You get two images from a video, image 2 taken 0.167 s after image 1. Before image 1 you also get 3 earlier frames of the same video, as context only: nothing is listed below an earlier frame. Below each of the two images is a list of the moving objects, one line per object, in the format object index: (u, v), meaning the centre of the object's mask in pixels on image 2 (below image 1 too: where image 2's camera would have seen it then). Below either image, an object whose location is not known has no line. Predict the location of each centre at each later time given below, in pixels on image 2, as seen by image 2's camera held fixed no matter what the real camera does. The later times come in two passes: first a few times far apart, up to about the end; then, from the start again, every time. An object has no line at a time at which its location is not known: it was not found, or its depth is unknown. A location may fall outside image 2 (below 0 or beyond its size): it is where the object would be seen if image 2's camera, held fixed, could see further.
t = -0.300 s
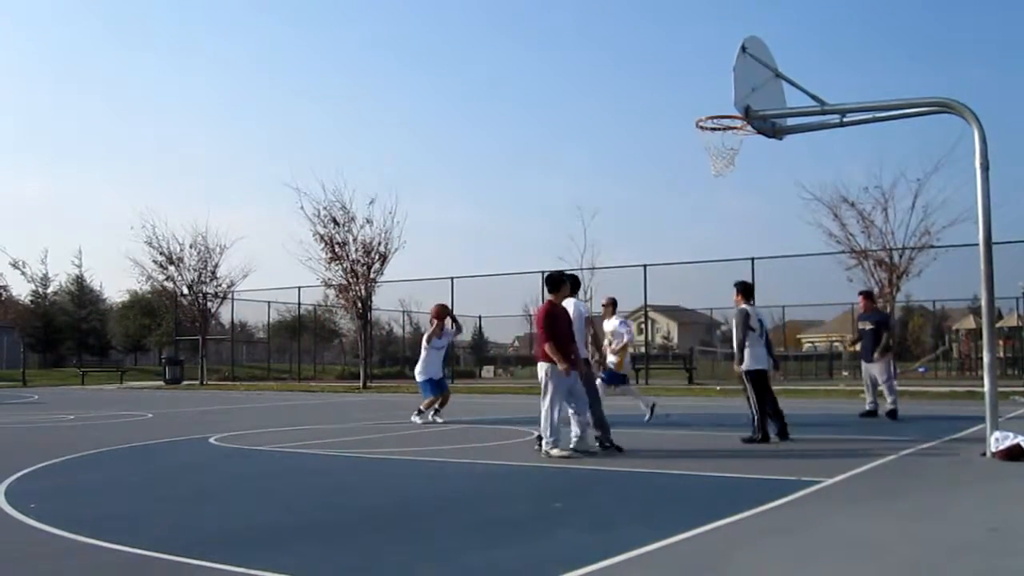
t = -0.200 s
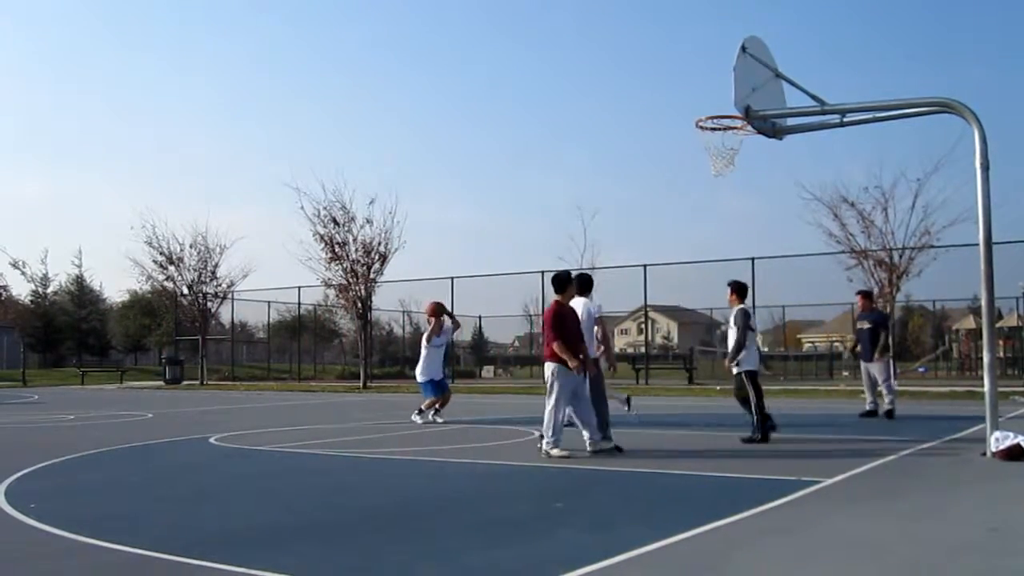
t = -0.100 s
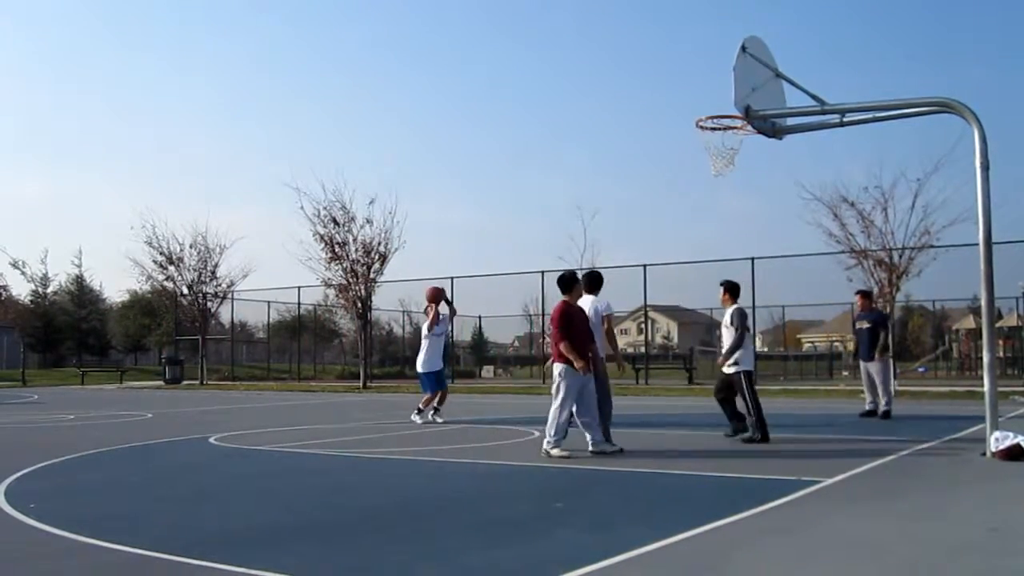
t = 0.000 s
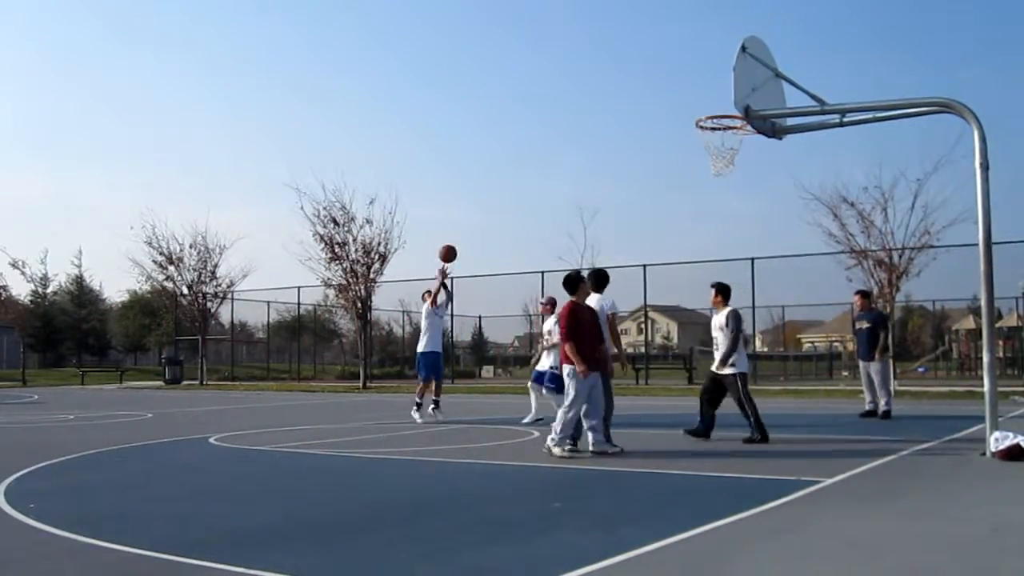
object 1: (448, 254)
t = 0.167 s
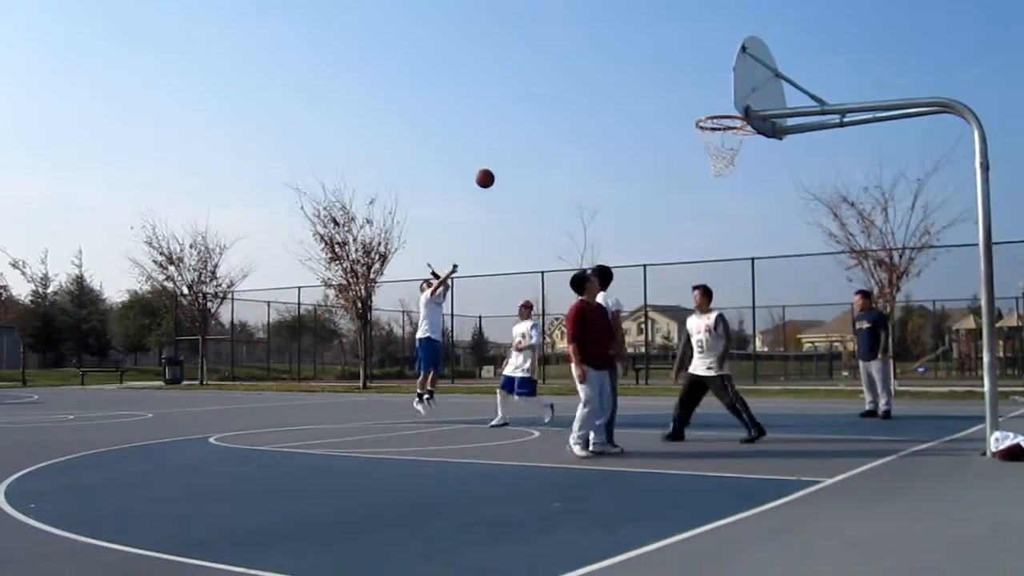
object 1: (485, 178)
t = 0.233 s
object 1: (500, 153)
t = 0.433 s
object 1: (551, 94)
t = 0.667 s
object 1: (618, 62)
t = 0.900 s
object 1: (694, 78)
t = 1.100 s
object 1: (727, 81)
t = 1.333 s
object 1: (708, 14)
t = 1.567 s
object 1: (681, 7)
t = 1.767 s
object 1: (660, 41)
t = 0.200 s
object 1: (493, 165)
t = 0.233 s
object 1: (500, 153)
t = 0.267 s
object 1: (509, 141)
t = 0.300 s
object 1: (517, 130)
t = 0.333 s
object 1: (525, 120)
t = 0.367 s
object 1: (534, 111)
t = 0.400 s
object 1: (543, 102)
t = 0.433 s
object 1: (551, 94)
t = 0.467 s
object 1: (560, 86)
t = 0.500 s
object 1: (569, 80)
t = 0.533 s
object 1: (578, 75)
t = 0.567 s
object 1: (588, 70)
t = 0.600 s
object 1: (598, 66)
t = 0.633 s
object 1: (608, 63)
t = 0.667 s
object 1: (618, 62)
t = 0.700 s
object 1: (628, 61)
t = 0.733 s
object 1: (638, 61)
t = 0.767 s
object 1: (649, 62)
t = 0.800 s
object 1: (660, 64)
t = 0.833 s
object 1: (671, 67)
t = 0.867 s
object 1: (683, 72)
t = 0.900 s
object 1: (694, 78)
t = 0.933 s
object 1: (707, 85)
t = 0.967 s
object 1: (719, 93)
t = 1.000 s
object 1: (728, 103)
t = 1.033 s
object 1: (735, 113)
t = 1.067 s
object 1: (729, 95)
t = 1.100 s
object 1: (727, 81)
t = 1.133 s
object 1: (726, 67)
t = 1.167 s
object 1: (725, 56)
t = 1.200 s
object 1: (723, 45)
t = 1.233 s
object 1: (719, 36)
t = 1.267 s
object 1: (715, 27)
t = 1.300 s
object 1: (712, 20)
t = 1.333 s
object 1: (708, 14)
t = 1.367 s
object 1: (704, 10)
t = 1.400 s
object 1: (700, 8)
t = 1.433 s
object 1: (696, 7)
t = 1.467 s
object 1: (692, 6)
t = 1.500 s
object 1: (689, 6)
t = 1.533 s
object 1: (685, 6)
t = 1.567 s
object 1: (681, 7)
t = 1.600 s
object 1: (678, 9)
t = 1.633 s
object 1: (674, 12)
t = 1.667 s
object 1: (671, 16)
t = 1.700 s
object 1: (667, 24)
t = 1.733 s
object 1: (663, 32)
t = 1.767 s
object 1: (660, 41)
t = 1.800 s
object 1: (656, 52)
